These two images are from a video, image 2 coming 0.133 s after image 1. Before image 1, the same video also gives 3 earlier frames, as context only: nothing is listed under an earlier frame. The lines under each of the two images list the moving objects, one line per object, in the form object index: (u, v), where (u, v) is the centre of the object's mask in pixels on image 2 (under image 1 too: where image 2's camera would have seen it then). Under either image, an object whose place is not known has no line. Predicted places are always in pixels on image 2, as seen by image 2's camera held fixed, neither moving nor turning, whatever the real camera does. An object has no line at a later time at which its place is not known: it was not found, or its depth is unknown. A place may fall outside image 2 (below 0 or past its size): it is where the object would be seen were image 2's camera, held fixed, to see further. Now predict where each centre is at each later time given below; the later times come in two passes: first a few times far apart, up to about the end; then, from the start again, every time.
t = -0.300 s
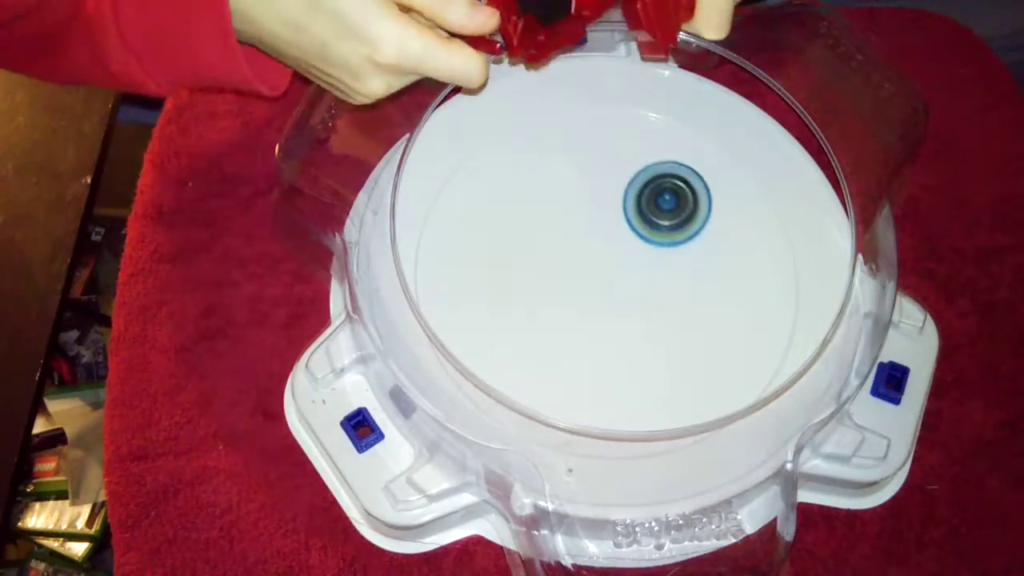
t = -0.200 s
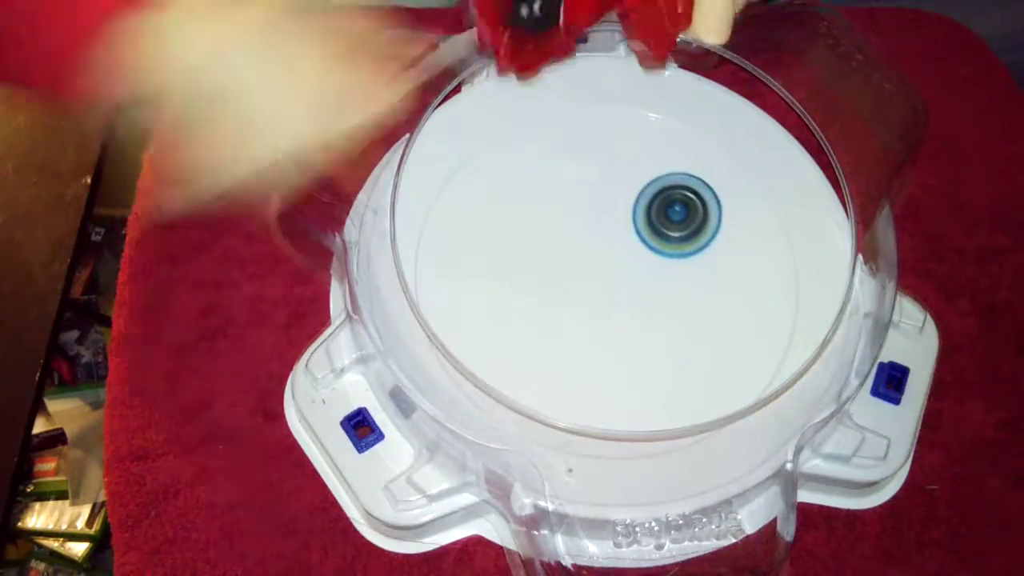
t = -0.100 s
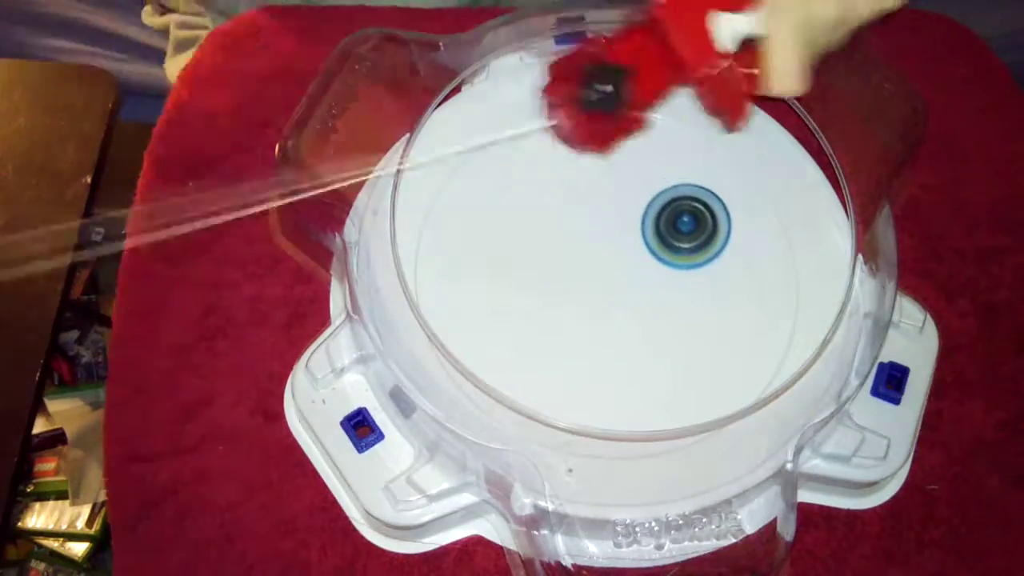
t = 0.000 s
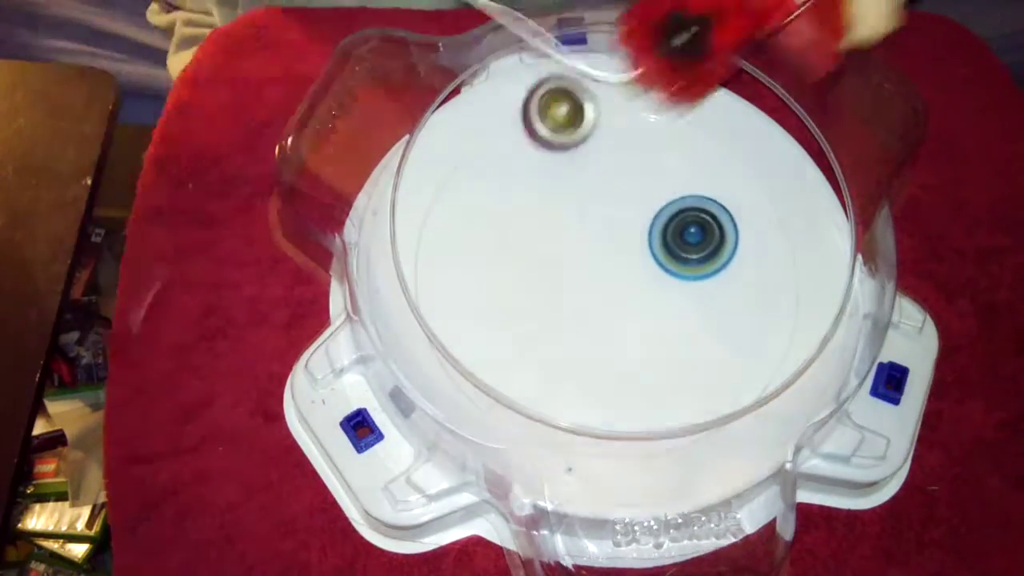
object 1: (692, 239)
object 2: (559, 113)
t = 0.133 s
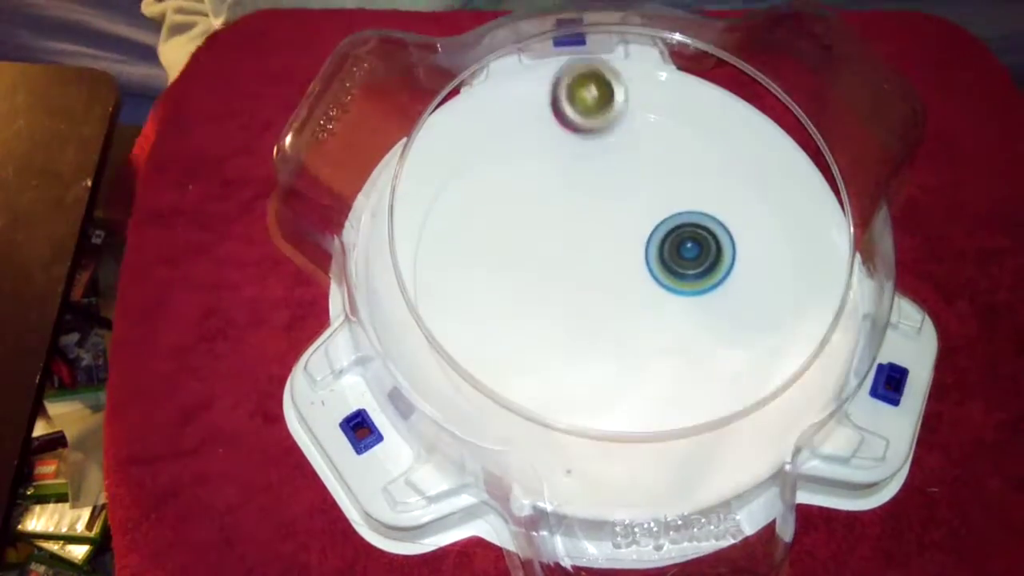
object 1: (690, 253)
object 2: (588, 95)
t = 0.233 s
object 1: (688, 267)
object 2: (612, 143)
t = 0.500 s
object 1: (737, 434)
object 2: (620, 153)
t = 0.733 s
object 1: (650, 448)
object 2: (665, 155)
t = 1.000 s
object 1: (564, 267)
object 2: (708, 192)
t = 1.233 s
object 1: (556, 141)
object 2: (703, 238)
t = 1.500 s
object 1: (615, 290)
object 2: (702, 289)
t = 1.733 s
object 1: (671, 438)
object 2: (721, 302)
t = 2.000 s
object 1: (647, 370)
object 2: (714, 271)
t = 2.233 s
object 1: (404, 326)
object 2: (694, 172)
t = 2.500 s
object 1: (598, 287)
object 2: (536, 190)
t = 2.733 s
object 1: (798, 383)
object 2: (548, 309)
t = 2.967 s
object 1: (759, 204)
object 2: (717, 363)
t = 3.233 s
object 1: (530, 85)
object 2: (742, 186)
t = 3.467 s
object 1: (404, 184)
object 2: (529, 141)
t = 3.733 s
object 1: (486, 309)
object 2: (568, 262)
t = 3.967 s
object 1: (618, 342)
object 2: (728, 257)
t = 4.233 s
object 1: (696, 307)
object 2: (681, 156)
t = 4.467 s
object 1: (698, 295)
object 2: (563, 216)
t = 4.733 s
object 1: (680, 276)
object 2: (617, 367)
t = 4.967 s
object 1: (649, 243)
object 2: (739, 322)
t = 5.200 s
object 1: (604, 208)
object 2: (688, 215)
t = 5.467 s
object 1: (499, 167)
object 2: (575, 232)
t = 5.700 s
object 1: (512, 187)
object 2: (534, 310)
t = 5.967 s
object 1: (593, 251)
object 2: (644, 334)
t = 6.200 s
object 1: (561, 180)
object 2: (746, 286)
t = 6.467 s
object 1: (546, 192)
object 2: (659, 188)
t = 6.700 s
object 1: (494, 222)
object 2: (584, 222)
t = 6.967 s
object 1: (513, 279)
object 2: (623, 332)
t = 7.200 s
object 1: (572, 282)
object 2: (709, 286)
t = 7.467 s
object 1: (630, 298)
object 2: (603, 205)
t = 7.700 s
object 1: (634, 305)
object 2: (512, 263)
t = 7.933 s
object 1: (623, 286)
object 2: (572, 347)
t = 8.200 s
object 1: (655, 187)
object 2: (682, 331)
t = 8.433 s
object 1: (675, 184)
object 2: (654, 250)
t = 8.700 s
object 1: (686, 216)
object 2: (550, 274)
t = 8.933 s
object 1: (654, 264)
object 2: (566, 332)
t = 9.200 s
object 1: (679, 280)
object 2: (605, 290)
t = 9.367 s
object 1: (678, 267)
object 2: (578, 250)
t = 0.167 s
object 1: (689, 258)
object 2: (594, 111)
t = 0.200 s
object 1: (688, 263)
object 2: (603, 126)
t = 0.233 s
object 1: (688, 267)
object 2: (612, 143)
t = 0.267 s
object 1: (687, 270)
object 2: (621, 163)
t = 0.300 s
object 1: (687, 273)
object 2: (631, 184)
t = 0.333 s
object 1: (686, 275)
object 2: (641, 203)
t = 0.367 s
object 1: (711, 320)
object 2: (638, 192)
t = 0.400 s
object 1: (735, 368)
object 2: (630, 180)
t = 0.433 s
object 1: (747, 398)
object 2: (625, 169)
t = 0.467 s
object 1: (745, 412)
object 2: (621, 159)
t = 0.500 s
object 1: (737, 434)
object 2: (620, 153)
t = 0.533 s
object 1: (725, 454)
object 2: (622, 148)
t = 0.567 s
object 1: (714, 464)
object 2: (626, 146)
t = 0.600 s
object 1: (702, 469)
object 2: (632, 146)
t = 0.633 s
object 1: (689, 469)
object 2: (639, 147)
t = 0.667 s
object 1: (677, 466)
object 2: (648, 149)
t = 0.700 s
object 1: (663, 458)
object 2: (656, 152)
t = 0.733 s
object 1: (650, 448)
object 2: (665, 155)
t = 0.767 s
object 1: (637, 437)
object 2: (674, 158)
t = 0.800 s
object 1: (623, 420)
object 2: (681, 162)
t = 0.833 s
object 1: (612, 398)
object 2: (688, 167)
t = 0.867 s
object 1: (599, 377)
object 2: (694, 172)
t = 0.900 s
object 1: (588, 347)
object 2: (699, 177)
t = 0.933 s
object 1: (579, 323)
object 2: (703, 181)
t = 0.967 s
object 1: (571, 295)
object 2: (706, 187)
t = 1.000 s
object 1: (564, 267)
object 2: (708, 192)
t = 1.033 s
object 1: (559, 240)
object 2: (708, 198)
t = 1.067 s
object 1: (554, 215)
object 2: (708, 204)
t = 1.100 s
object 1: (552, 192)
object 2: (707, 211)
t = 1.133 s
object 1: (551, 172)
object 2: (706, 217)
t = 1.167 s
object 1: (551, 156)
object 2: (705, 224)
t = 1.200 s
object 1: (553, 145)
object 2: (704, 231)
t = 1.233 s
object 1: (556, 141)
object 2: (703, 238)
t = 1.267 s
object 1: (560, 142)
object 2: (702, 245)
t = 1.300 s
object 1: (565, 149)
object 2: (700, 252)
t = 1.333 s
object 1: (572, 163)
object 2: (699, 259)
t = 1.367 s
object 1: (579, 181)
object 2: (699, 265)
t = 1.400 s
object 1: (587, 204)
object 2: (699, 272)
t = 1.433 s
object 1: (596, 232)
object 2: (700, 278)
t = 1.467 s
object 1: (606, 260)
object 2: (700, 284)
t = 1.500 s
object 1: (615, 290)
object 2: (702, 289)
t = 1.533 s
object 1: (624, 321)
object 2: (705, 293)
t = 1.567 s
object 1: (633, 347)
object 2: (707, 297)
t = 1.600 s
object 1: (642, 376)
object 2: (710, 300)
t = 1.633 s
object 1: (650, 400)
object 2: (713, 302)
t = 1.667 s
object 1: (659, 421)
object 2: (716, 303)
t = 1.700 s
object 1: (667, 434)
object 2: (719, 303)
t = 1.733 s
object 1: (671, 438)
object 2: (721, 302)
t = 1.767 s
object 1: (674, 440)
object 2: (724, 301)
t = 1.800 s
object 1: (675, 439)
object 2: (727, 299)
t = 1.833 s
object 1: (674, 436)
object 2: (730, 296)
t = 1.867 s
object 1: (672, 429)
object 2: (732, 292)
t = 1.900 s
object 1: (669, 421)
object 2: (733, 287)
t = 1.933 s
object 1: (663, 405)
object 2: (730, 281)
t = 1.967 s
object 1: (655, 388)
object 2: (724, 275)
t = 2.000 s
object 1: (647, 370)
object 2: (714, 271)
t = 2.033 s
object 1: (638, 348)
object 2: (701, 268)
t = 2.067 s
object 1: (621, 329)
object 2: (688, 264)
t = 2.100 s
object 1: (567, 334)
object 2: (699, 243)
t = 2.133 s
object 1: (512, 338)
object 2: (706, 221)
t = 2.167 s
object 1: (468, 337)
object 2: (708, 201)
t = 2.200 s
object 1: (429, 331)
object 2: (703, 184)
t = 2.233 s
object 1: (404, 326)
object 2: (694, 172)
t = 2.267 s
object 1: (416, 311)
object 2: (679, 163)
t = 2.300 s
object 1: (432, 298)
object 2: (661, 157)
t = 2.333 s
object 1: (451, 287)
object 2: (638, 155)
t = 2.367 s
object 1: (475, 278)
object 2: (612, 160)
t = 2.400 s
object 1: (503, 269)
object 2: (586, 168)
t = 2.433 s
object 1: (537, 263)
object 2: (560, 182)
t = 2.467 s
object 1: (569, 269)
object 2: (544, 188)
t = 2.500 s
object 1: (598, 287)
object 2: (536, 190)
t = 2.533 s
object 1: (626, 313)
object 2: (530, 196)
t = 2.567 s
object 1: (653, 350)
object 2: (526, 206)
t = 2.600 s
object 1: (688, 361)
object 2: (524, 219)
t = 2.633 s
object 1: (722, 372)
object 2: (525, 239)
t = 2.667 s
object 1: (754, 387)
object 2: (528, 260)
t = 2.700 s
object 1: (787, 392)
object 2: (535, 282)
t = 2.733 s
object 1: (798, 383)
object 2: (548, 309)
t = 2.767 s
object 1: (797, 368)
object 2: (565, 331)
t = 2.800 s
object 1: (793, 344)
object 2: (586, 351)
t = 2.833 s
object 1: (789, 320)
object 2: (613, 365)
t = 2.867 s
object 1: (786, 296)
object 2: (641, 374)
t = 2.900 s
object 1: (779, 269)
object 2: (670, 375)
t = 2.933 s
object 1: (772, 238)
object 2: (696, 371)
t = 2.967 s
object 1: (759, 204)
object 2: (717, 363)
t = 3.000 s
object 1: (742, 174)
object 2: (741, 347)
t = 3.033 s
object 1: (721, 145)
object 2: (757, 330)
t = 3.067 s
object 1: (700, 114)
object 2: (768, 309)
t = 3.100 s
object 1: (675, 86)
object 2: (774, 285)
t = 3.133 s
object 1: (641, 70)
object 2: (775, 261)
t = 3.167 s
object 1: (601, 73)
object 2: (771, 235)
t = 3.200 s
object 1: (563, 78)
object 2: (759, 210)
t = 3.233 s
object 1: (530, 85)
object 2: (742, 186)
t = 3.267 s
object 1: (500, 99)
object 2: (719, 168)
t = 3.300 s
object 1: (476, 113)
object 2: (689, 148)
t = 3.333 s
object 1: (456, 129)
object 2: (658, 135)
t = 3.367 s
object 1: (441, 146)
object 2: (625, 128)
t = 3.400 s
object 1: (430, 162)
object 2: (590, 128)
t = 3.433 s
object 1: (408, 170)
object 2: (560, 131)
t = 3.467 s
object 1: (404, 184)
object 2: (529, 141)
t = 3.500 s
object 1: (404, 194)
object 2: (501, 154)
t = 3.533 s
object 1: (401, 206)
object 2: (482, 171)
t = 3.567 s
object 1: (376, 230)
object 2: (492, 181)
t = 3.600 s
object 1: (393, 247)
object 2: (505, 196)
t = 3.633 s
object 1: (414, 264)
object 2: (517, 213)
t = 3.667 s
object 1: (445, 278)
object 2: (530, 231)
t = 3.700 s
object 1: (472, 292)
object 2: (541, 249)
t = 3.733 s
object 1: (486, 309)
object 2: (568, 262)
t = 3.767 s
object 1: (502, 323)
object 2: (596, 272)
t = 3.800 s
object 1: (521, 335)
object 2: (624, 278)
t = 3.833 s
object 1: (542, 342)
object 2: (649, 281)
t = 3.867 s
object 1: (561, 345)
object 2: (676, 281)
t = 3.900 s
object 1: (582, 346)
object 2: (697, 276)
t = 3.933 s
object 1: (600, 345)
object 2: (715, 267)
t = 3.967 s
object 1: (618, 342)
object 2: (728, 257)
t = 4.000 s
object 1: (633, 338)
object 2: (737, 244)
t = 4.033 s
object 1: (647, 333)
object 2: (742, 228)
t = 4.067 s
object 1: (660, 328)
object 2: (741, 213)
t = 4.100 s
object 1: (671, 323)
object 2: (736, 198)
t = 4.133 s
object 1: (681, 318)
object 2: (727, 183)
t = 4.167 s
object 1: (688, 314)
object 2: (714, 170)
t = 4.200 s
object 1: (693, 310)
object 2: (699, 162)
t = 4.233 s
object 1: (696, 307)
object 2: (681, 156)
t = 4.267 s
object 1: (698, 305)
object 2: (663, 154)
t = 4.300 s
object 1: (699, 303)
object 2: (644, 156)
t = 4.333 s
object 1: (699, 302)
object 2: (625, 160)
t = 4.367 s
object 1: (700, 299)
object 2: (605, 170)
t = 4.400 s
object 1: (699, 298)
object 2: (588, 184)
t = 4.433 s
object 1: (699, 296)
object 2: (573, 199)
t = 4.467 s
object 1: (698, 295)
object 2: (563, 216)
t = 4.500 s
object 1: (697, 293)
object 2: (556, 232)
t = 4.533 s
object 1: (695, 291)
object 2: (552, 252)
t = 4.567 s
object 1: (694, 289)
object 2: (552, 272)
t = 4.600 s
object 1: (691, 287)
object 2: (556, 295)
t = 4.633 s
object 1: (690, 285)
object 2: (565, 317)
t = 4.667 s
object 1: (688, 283)
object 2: (578, 336)
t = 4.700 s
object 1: (684, 280)
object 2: (596, 354)
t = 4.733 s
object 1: (680, 276)
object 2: (617, 367)
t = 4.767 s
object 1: (675, 272)
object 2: (641, 374)
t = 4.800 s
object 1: (671, 267)
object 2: (663, 376)
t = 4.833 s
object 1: (666, 262)
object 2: (686, 373)
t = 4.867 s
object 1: (662, 258)
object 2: (704, 365)
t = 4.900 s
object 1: (657, 253)
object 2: (721, 352)
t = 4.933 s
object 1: (653, 248)
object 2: (732, 338)
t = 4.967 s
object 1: (649, 243)
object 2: (739, 322)
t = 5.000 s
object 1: (645, 239)
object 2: (741, 305)
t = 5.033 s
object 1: (642, 235)
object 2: (739, 286)
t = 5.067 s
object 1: (640, 232)
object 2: (732, 269)
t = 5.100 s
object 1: (638, 228)
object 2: (722, 252)
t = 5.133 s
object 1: (631, 223)
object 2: (712, 237)
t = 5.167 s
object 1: (620, 216)
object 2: (701, 226)
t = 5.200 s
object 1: (604, 208)
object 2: (688, 215)
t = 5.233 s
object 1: (586, 201)
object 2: (676, 209)
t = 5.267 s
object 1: (573, 196)
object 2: (659, 207)
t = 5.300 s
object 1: (560, 192)
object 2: (640, 205)
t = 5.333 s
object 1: (543, 184)
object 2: (626, 208)
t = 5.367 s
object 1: (525, 177)
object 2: (613, 213)
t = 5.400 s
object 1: (513, 172)
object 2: (600, 218)
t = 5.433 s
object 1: (504, 169)
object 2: (587, 225)
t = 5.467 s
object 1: (499, 167)
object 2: (575, 232)
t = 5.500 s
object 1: (497, 167)
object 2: (564, 240)
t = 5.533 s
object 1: (497, 167)
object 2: (553, 249)
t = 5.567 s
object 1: (497, 170)
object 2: (545, 259)
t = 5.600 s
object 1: (499, 173)
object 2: (538, 271)
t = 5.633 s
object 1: (503, 177)
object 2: (534, 283)
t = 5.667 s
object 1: (507, 182)
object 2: (532, 296)
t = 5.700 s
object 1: (512, 187)
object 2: (534, 310)
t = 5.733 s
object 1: (520, 194)
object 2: (539, 323)
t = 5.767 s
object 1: (529, 201)
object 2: (548, 333)
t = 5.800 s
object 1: (540, 210)
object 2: (561, 342)
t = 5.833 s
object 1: (551, 217)
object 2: (576, 349)
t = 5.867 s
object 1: (563, 226)
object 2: (594, 351)
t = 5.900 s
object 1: (574, 235)
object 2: (612, 349)
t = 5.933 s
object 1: (584, 243)
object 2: (629, 344)
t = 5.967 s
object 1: (593, 251)
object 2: (644, 334)
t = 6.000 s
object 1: (601, 258)
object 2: (657, 322)
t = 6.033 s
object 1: (595, 242)
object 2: (681, 324)
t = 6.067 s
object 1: (585, 225)
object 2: (703, 325)
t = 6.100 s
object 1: (578, 207)
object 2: (722, 321)
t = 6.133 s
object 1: (570, 194)
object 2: (734, 312)
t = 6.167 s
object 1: (565, 185)
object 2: (742, 300)
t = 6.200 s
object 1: (561, 180)
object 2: (746, 286)
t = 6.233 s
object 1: (557, 179)
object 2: (747, 270)
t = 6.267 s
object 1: (553, 181)
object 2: (744, 254)
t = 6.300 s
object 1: (550, 182)
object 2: (738, 238)
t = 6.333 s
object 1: (548, 183)
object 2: (727, 224)
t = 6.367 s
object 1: (547, 185)
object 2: (714, 211)
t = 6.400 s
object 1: (547, 187)
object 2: (697, 201)
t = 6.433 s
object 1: (547, 190)
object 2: (679, 193)
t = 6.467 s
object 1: (546, 192)
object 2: (659, 188)
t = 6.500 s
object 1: (546, 195)
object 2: (638, 185)
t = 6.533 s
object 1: (539, 197)
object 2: (624, 185)
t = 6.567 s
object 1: (527, 201)
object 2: (617, 188)
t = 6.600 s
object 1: (520, 206)
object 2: (608, 193)
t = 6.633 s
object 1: (513, 206)
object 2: (599, 201)
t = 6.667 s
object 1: (501, 216)
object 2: (592, 209)
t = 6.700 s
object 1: (494, 222)
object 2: (584, 222)
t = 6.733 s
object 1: (485, 234)
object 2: (578, 236)
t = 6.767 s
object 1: (483, 244)
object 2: (575, 251)
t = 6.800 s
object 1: (485, 253)
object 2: (575, 268)
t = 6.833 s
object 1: (488, 261)
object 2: (578, 284)
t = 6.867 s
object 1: (494, 266)
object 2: (585, 299)
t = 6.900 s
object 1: (500, 271)
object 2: (595, 312)
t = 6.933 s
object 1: (506, 275)
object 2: (608, 323)
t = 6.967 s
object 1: (513, 279)
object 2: (623, 332)
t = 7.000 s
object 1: (519, 281)
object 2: (639, 336)
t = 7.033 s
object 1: (526, 281)
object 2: (656, 337)
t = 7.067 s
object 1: (534, 281)
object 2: (673, 334)
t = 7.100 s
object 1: (544, 281)
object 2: (687, 327)
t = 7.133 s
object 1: (553, 281)
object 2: (698, 316)
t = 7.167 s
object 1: (563, 281)
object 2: (707, 301)
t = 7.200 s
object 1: (572, 282)
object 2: (709, 286)
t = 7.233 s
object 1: (581, 282)
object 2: (706, 270)
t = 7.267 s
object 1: (589, 283)
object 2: (700, 255)
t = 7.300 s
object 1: (598, 284)
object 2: (690, 241)
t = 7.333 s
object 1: (606, 285)
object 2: (675, 227)
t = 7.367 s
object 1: (614, 288)
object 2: (659, 217)
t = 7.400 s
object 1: (621, 291)
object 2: (641, 210)
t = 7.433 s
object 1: (626, 294)
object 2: (622, 207)
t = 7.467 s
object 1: (630, 298)
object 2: (603, 205)
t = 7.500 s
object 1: (633, 300)
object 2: (584, 207)
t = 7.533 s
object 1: (634, 303)
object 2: (567, 211)
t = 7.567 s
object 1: (635, 305)
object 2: (551, 217)
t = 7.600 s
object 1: (635, 306)
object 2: (537, 226)
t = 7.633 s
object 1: (634, 306)
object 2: (527, 237)
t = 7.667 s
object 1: (634, 306)
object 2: (518, 249)
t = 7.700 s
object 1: (634, 305)
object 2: (512, 263)
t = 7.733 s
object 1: (634, 304)
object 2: (508, 278)
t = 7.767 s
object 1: (632, 303)
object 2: (509, 293)
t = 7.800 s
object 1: (631, 301)
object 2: (514, 309)
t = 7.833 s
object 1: (629, 298)
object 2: (523, 321)
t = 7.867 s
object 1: (626, 295)
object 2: (536, 333)
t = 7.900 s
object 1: (625, 291)
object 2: (553, 342)
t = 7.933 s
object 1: (623, 286)
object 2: (572, 347)
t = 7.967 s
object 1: (622, 281)
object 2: (590, 349)
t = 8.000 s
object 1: (626, 269)
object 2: (608, 353)
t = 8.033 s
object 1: (632, 249)
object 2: (621, 360)
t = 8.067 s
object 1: (639, 228)
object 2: (636, 362)
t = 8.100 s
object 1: (644, 213)
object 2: (649, 359)
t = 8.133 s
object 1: (649, 200)
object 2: (662, 353)
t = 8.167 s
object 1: (652, 192)
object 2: (672, 344)
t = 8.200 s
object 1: (655, 187)
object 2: (682, 331)
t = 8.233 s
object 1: (657, 185)
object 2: (688, 317)
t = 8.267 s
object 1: (660, 186)
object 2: (691, 301)
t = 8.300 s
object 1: (662, 188)
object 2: (690, 286)
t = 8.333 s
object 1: (663, 192)
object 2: (687, 269)
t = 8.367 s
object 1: (664, 189)
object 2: (679, 259)
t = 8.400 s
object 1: (670, 184)
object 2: (668, 254)
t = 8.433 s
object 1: (675, 184)
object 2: (654, 250)
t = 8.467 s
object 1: (681, 185)
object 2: (638, 246)
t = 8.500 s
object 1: (686, 186)
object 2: (623, 246)
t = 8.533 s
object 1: (690, 191)
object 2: (609, 246)
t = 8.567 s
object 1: (693, 196)
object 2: (594, 249)
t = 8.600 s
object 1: (694, 201)
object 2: (581, 253)
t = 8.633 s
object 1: (693, 206)
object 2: (568, 259)
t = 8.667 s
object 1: (690, 211)
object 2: (558, 266)
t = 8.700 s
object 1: (686, 216)
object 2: (550, 274)
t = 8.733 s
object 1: (682, 221)
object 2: (543, 284)
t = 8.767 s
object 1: (679, 226)
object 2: (538, 294)
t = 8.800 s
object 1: (674, 231)
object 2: (538, 304)
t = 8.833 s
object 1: (669, 238)
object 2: (540, 313)
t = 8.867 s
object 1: (663, 246)
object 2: (546, 321)
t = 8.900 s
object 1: (658, 254)
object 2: (555, 328)
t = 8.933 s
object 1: (654, 264)
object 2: (566, 332)
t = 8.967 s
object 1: (652, 274)
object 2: (579, 333)
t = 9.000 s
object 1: (651, 281)
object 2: (591, 330)
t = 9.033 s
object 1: (656, 286)
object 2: (603, 325)
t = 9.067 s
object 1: (666, 286)
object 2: (605, 321)
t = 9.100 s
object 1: (674, 285)
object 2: (605, 316)
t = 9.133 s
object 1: (679, 283)
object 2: (606, 308)
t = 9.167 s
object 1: (680, 281)
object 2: (607, 299)
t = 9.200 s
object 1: (679, 280)
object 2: (605, 290)
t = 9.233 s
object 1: (678, 278)
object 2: (601, 281)
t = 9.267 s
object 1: (677, 275)
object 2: (597, 272)
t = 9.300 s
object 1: (677, 272)
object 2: (592, 264)
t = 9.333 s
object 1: (677, 269)
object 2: (585, 256)
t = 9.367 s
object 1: (678, 267)
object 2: (578, 250)
